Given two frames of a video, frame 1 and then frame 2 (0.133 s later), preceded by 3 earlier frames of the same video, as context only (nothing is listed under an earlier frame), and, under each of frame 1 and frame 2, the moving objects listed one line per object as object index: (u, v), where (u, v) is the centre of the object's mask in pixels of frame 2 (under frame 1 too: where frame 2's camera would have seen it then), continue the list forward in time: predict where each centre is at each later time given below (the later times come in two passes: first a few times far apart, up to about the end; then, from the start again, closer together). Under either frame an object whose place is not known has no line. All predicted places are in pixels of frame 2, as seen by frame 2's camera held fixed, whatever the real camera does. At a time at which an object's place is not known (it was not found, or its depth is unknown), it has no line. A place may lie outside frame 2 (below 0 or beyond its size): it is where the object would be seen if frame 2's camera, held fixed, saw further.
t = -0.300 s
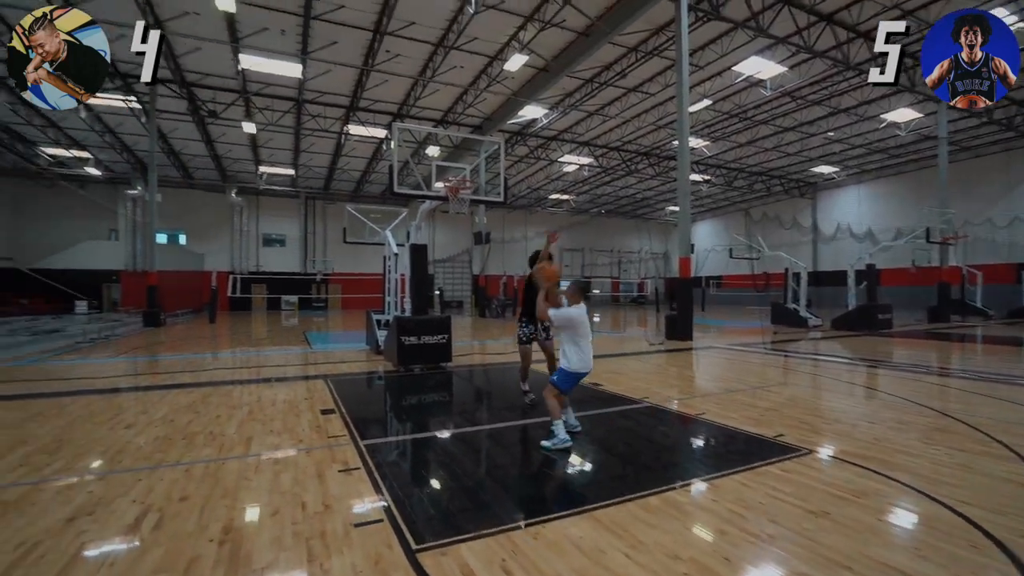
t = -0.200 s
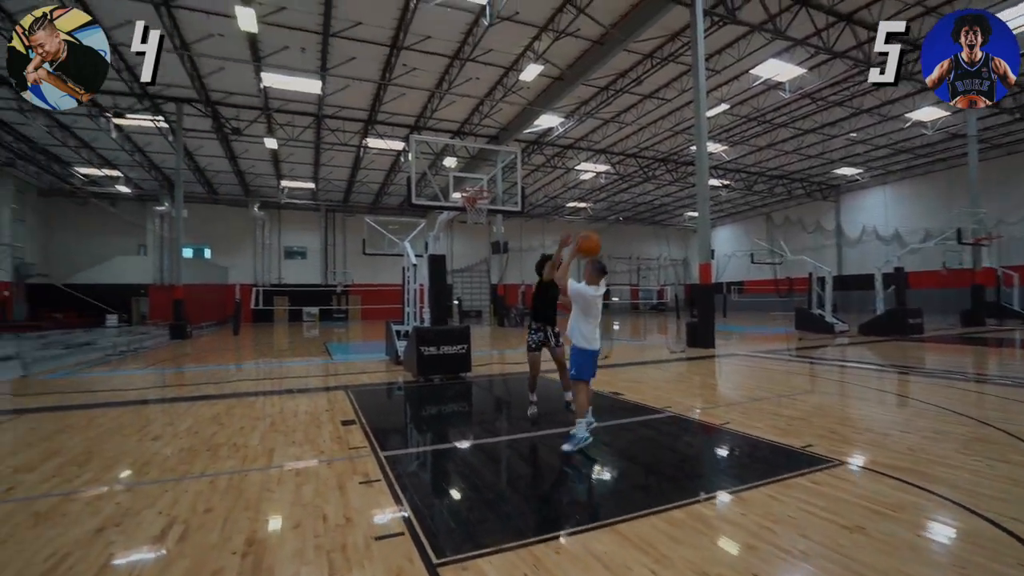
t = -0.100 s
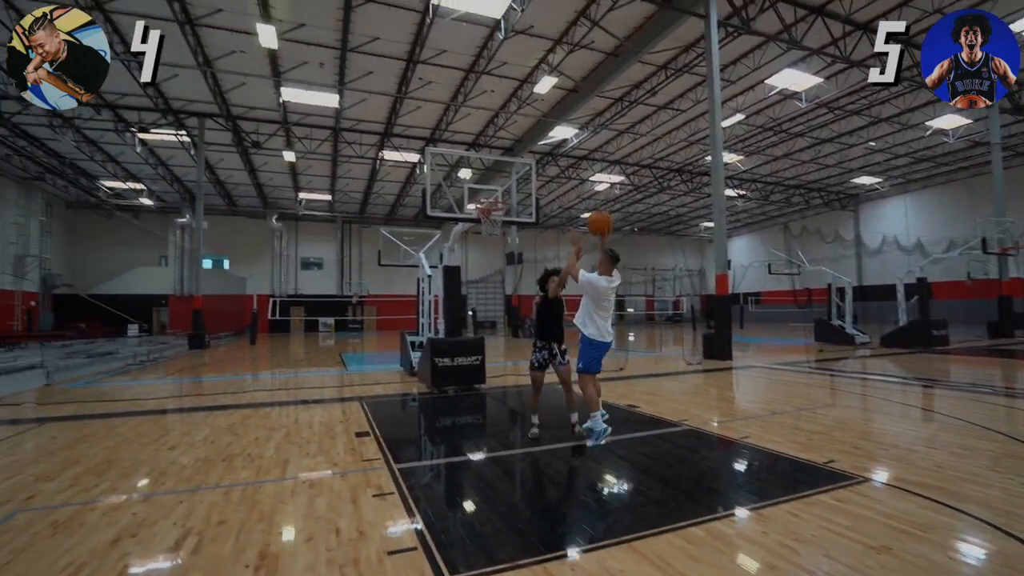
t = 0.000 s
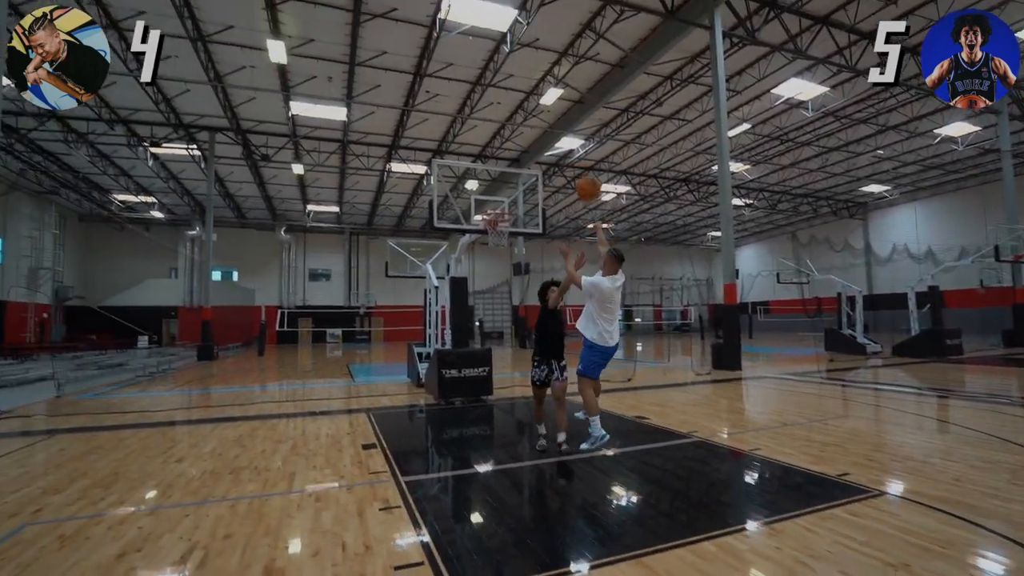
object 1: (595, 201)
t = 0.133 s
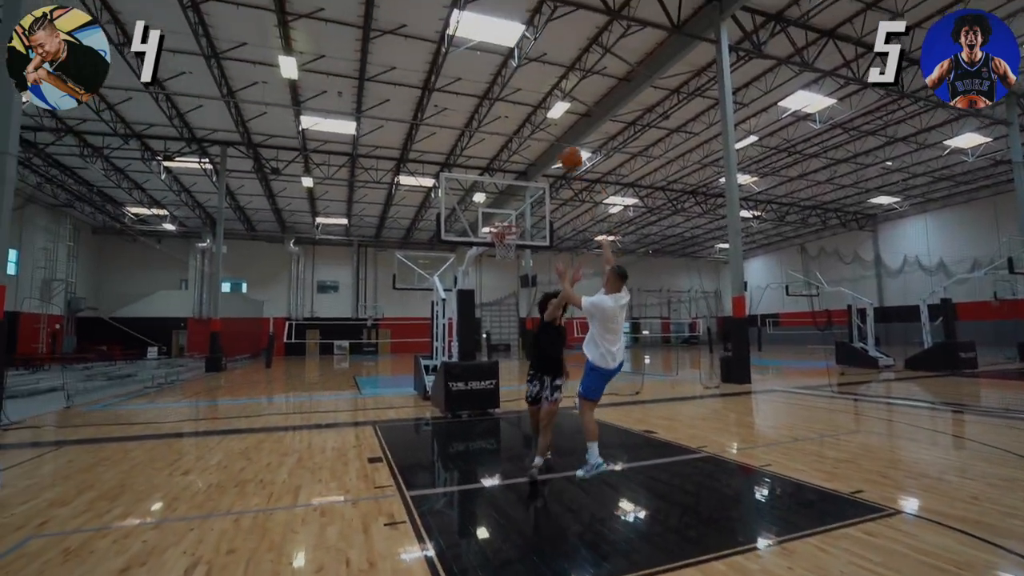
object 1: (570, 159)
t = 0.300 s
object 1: (548, 135)
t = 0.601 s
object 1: (514, 148)
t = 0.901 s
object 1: (491, 213)
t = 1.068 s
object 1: (479, 230)
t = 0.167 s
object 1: (565, 151)
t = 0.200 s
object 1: (561, 146)
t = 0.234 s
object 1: (555, 140)
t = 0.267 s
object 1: (552, 138)
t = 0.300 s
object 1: (548, 135)
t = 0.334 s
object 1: (542, 133)
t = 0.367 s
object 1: (538, 133)
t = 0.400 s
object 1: (535, 132)
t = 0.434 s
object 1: (531, 133)
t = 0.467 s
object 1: (528, 134)
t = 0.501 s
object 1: (525, 136)
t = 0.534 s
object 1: (521, 141)
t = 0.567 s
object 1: (517, 145)
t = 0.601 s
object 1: (514, 148)
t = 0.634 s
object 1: (512, 153)
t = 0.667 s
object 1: (509, 159)
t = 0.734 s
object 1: (504, 171)
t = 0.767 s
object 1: (501, 179)
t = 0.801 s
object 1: (498, 187)
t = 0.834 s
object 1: (494, 195)
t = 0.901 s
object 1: (491, 213)
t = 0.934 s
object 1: (487, 223)
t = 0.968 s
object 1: (485, 230)
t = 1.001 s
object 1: (485, 230)
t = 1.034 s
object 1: (483, 230)
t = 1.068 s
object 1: (479, 230)
